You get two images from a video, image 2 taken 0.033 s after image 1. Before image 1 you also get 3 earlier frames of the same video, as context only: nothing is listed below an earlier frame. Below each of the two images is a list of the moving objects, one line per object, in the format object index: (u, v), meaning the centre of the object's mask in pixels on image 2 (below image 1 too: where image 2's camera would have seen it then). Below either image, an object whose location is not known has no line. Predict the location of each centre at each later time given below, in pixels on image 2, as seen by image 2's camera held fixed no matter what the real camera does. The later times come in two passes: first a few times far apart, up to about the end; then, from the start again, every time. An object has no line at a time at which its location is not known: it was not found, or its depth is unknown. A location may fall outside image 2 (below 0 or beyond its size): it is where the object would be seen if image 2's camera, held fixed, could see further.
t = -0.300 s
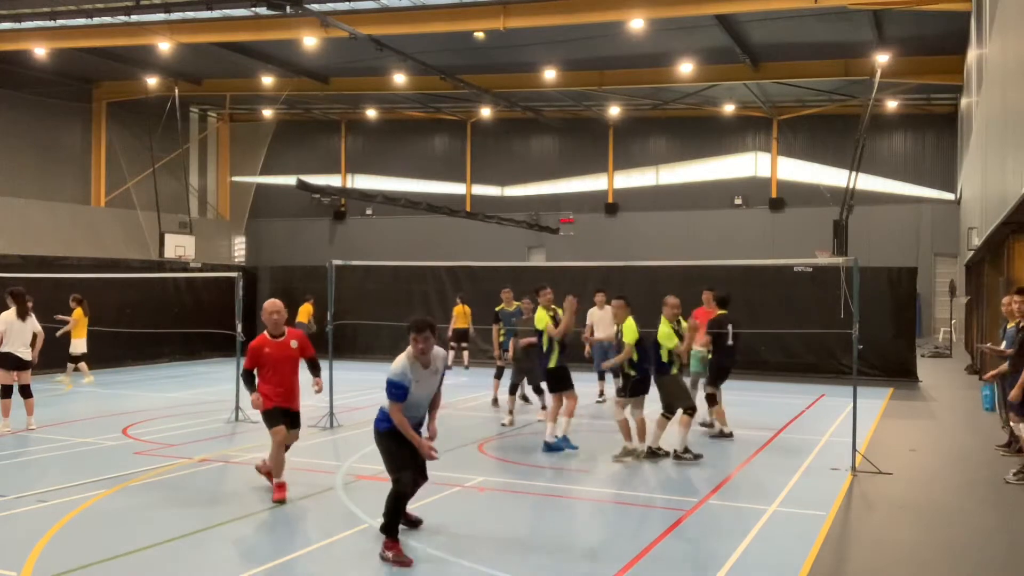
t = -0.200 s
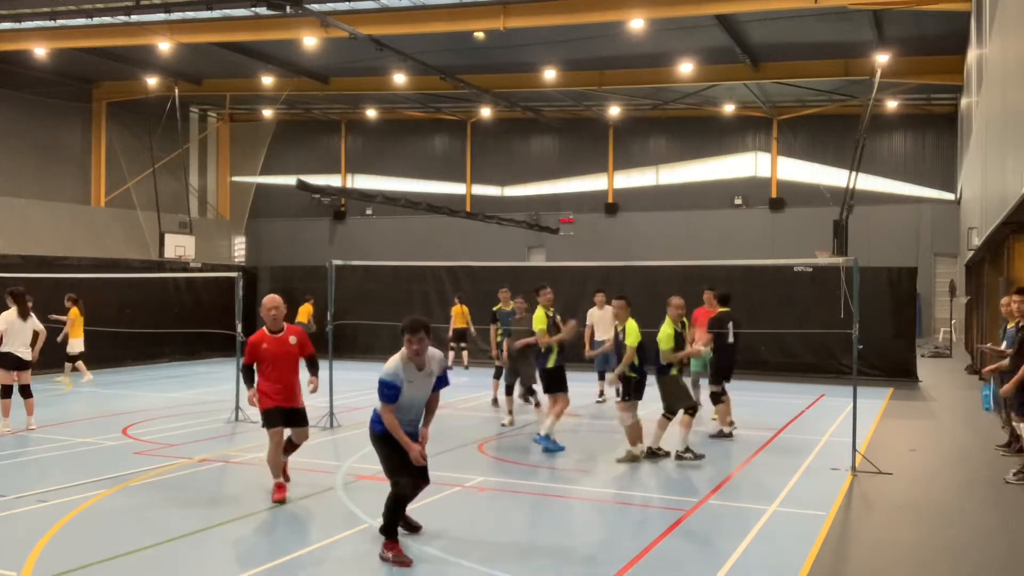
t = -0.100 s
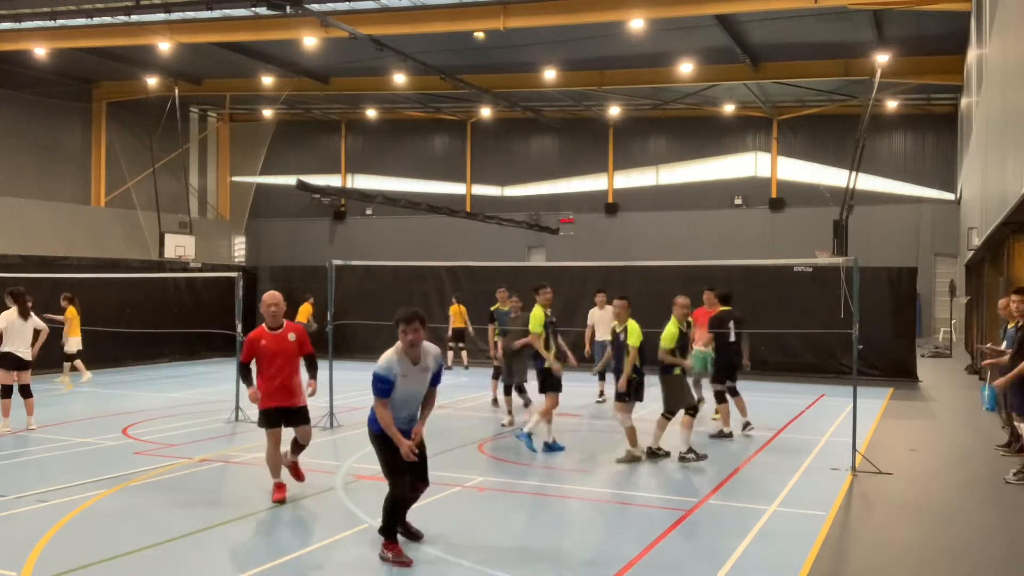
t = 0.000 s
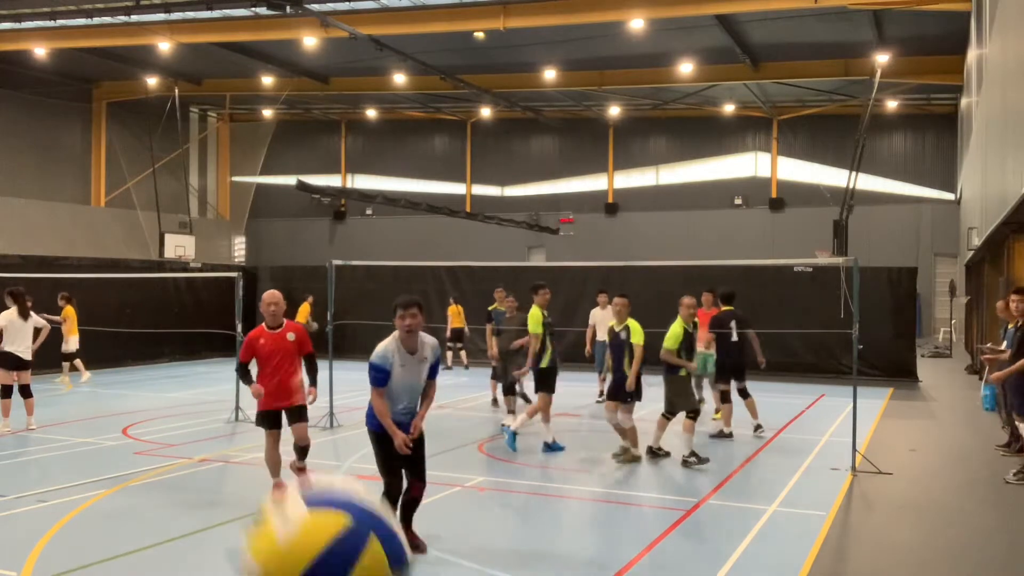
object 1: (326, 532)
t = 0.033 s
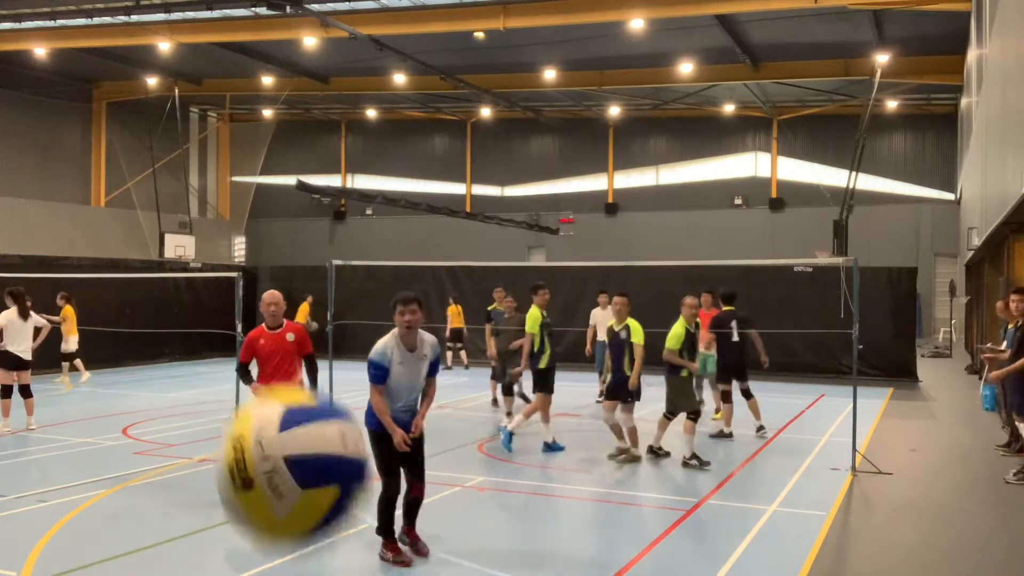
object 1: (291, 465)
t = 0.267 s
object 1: (180, 212)
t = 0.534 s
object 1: (120, 236)
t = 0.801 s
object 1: (79, 360)
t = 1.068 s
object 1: (51, 523)
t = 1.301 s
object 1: (34, 447)
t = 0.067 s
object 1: (266, 387)
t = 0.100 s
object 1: (245, 333)
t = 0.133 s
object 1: (230, 294)
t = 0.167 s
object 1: (215, 266)
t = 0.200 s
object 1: (203, 243)
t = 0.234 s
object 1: (190, 225)
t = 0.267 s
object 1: (180, 212)
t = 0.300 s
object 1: (170, 205)
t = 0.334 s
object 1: (161, 203)
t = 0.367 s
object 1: (153, 203)
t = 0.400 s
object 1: (146, 206)
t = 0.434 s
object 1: (139, 210)
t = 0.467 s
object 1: (132, 216)
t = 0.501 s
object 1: (126, 224)
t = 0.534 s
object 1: (120, 236)
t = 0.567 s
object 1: (114, 248)
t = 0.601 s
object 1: (108, 262)
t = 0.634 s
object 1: (103, 275)
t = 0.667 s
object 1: (98, 289)
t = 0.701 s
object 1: (93, 305)
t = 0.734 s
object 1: (89, 323)
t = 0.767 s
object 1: (84, 342)
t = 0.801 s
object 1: (79, 360)
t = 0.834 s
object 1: (75, 377)
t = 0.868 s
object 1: (71, 397)
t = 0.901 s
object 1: (67, 417)
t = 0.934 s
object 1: (63, 438)
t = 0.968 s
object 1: (60, 461)
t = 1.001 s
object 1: (57, 481)
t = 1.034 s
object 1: (53, 502)
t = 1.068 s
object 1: (51, 523)
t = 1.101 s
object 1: (48, 547)
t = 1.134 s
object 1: (46, 548)
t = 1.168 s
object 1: (43, 523)
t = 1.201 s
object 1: (40, 501)
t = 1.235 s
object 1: (38, 480)
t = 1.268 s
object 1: (37, 464)
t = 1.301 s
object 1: (34, 447)
